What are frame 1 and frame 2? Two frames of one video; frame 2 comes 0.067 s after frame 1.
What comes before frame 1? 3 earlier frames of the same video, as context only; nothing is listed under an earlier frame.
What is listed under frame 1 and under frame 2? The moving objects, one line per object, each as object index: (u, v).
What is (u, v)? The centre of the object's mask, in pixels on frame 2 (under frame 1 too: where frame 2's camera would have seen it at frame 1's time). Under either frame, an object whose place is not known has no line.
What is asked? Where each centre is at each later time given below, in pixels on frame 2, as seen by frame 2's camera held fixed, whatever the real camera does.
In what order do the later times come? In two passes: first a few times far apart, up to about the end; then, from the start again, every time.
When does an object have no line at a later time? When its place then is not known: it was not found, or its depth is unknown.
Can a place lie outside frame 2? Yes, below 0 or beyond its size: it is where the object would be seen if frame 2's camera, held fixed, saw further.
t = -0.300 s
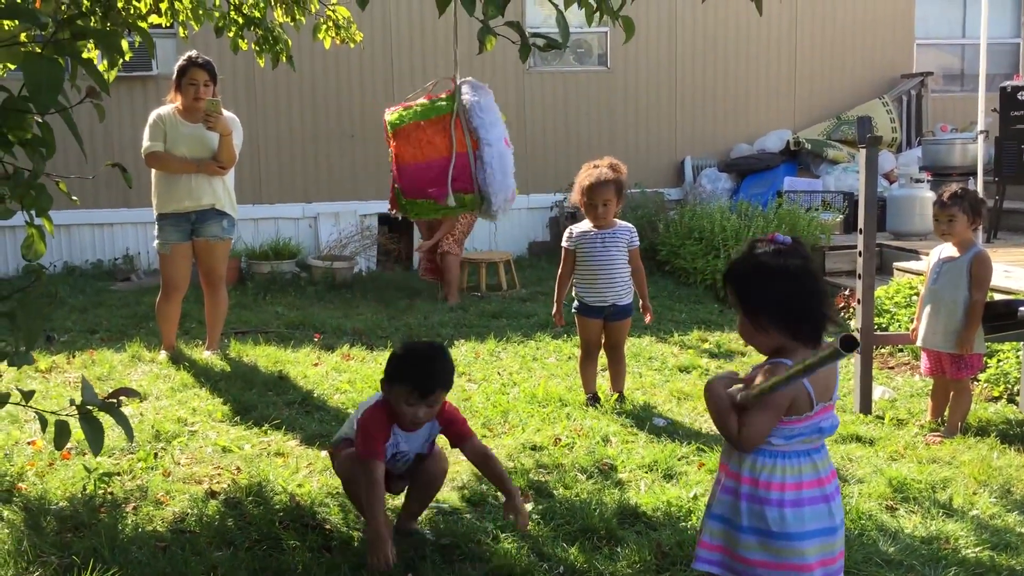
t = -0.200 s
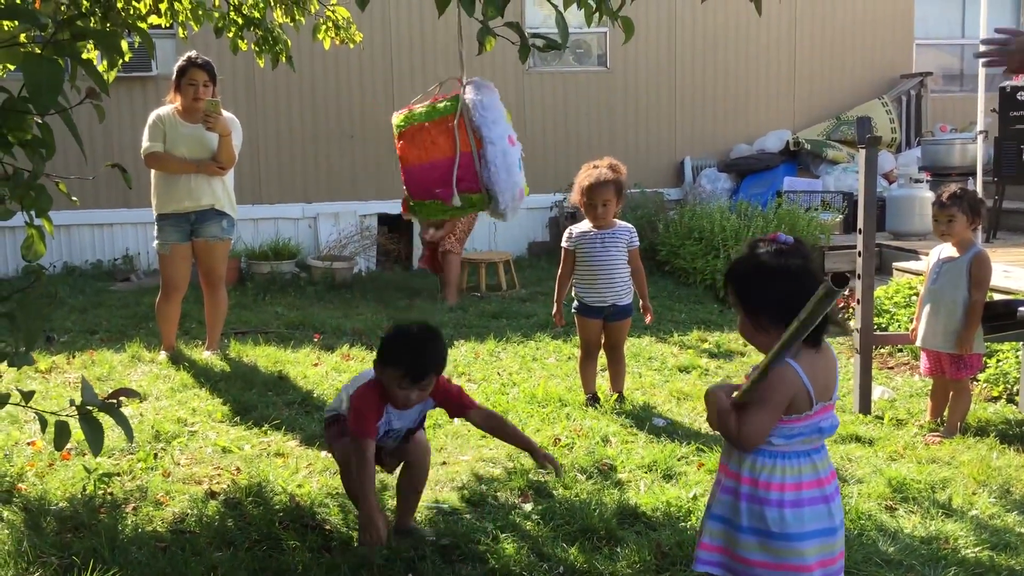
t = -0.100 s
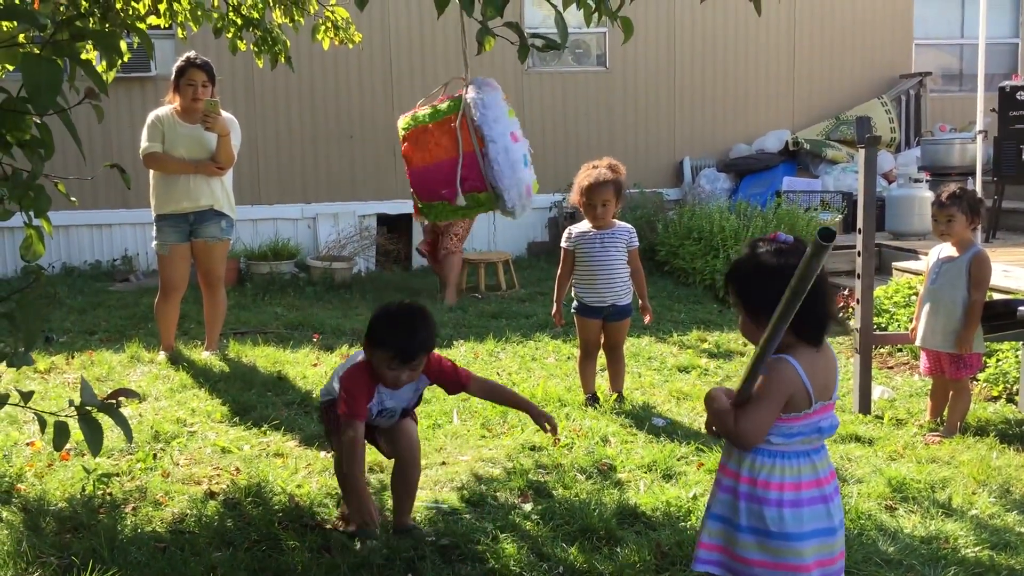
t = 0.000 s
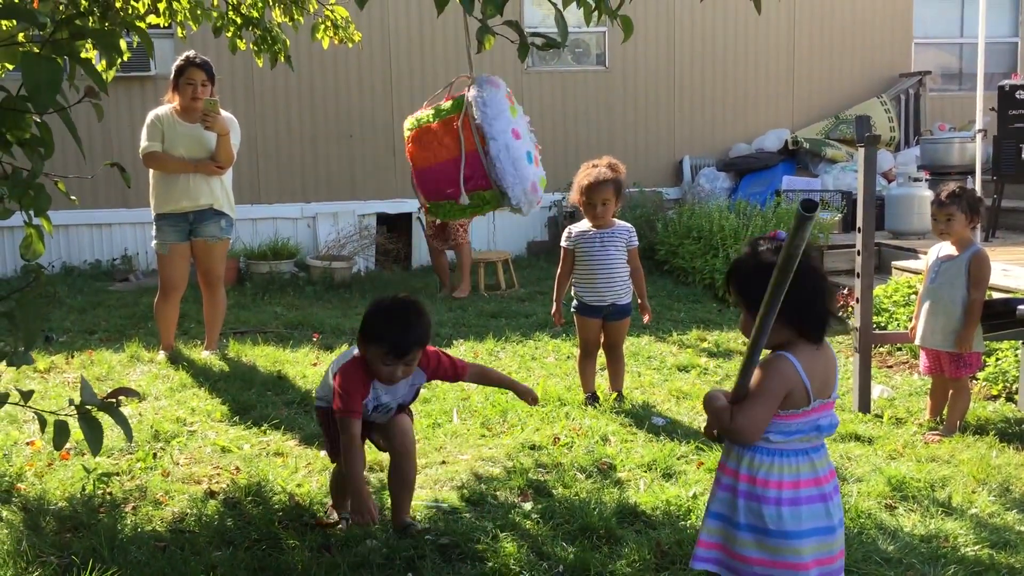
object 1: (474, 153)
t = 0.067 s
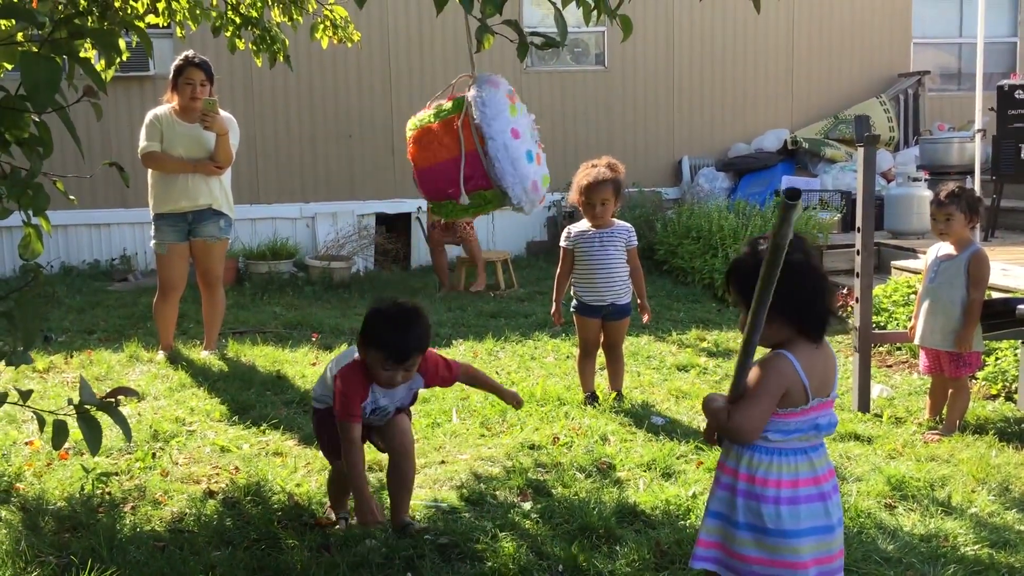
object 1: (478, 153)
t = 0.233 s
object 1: (482, 152)
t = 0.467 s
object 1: (473, 152)
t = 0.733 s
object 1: (454, 151)
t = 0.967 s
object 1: (447, 151)
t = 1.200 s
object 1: (456, 150)
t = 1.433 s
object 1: (476, 148)
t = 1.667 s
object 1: (489, 146)
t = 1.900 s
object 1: (487, 146)
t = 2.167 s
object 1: (467, 149)
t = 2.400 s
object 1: (449, 150)
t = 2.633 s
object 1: (445, 149)
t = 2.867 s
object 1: (458, 149)
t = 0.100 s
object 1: (480, 152)
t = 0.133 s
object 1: (481, 152)
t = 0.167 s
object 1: (482, 152)
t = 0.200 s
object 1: (482, 152)
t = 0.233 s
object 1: (482, 152)
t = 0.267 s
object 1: (482, 152)
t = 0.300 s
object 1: (481, 152)
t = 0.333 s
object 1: (480, 152)
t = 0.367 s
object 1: (479, 152)
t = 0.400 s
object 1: (477, 152)
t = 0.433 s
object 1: (475, 152)
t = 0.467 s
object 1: (473, 152)
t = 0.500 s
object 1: (471, 152)
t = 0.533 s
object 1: (468, 152)
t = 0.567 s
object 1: (466, 152)
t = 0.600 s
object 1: (464, 152)
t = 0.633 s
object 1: (461, 152)
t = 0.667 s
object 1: (458, 152)
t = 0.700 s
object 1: (456, 152)
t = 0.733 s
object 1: (454, 151)
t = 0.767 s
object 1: (452, 151)
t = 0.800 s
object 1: (450, 151)
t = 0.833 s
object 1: (449, 151)
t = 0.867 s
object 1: (448, 151)
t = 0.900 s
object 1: (447, 151)
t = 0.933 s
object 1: (447, 151)
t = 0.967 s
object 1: (447, 151)
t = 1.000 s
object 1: (448, 151)
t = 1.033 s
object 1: (448, 151)
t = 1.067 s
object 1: (449, 151)
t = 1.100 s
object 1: (450, 151)
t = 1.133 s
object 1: (452, 151)
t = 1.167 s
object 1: (454, 151)
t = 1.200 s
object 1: (456, 150)
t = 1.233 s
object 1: (458, 150)
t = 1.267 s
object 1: (461, 150)
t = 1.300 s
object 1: (464, 150)
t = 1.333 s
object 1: (467, 149)
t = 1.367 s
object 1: (470, 149)
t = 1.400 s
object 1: (473, 149)
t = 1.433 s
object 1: (476, 148)
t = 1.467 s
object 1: (478, 148)
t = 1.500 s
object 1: (480, 148)
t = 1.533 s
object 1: (483, 147)
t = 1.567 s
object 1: (486, 146)
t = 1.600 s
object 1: (487, 146)
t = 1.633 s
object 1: (489, 145)
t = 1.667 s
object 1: (489, 146)
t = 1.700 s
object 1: (491, 145)
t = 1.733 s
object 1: (491, 145)
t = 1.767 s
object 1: (491, 145)
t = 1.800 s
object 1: (490, 145)
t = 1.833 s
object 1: (490, 146)
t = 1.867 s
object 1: (489, 146)
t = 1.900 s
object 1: (487, 146)
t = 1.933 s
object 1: (486, 146)
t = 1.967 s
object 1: (483, 147)
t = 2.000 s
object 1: (481, 148)
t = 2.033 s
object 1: (478, 148)
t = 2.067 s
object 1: (476, 149)
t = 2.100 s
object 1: (473, 149)
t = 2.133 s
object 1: (470, 149)
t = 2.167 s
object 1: (467, 149)
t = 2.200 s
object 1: (464, 150)
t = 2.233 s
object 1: (461, 150)
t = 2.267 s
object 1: (458, 150)
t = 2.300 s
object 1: (456, 150)
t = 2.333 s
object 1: (453, 150)
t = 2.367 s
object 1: (451, 150)
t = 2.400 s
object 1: (449, 150)
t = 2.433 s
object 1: (448, 150)
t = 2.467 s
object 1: (446, 150)
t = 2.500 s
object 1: (445, 150)
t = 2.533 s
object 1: (445, 150)
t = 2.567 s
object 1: (445, 149)
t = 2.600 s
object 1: (445, 149)
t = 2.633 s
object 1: (445, 149)
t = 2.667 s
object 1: (446, 149)
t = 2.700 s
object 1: (448, 149)
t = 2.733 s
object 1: (449, 149)
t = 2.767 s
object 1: (451, 149)
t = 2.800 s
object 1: (453, 149)
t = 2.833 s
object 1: (456, 149)
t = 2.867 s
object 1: (458, 149)
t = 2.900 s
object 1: (461, 148)
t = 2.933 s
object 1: (464, 148)
